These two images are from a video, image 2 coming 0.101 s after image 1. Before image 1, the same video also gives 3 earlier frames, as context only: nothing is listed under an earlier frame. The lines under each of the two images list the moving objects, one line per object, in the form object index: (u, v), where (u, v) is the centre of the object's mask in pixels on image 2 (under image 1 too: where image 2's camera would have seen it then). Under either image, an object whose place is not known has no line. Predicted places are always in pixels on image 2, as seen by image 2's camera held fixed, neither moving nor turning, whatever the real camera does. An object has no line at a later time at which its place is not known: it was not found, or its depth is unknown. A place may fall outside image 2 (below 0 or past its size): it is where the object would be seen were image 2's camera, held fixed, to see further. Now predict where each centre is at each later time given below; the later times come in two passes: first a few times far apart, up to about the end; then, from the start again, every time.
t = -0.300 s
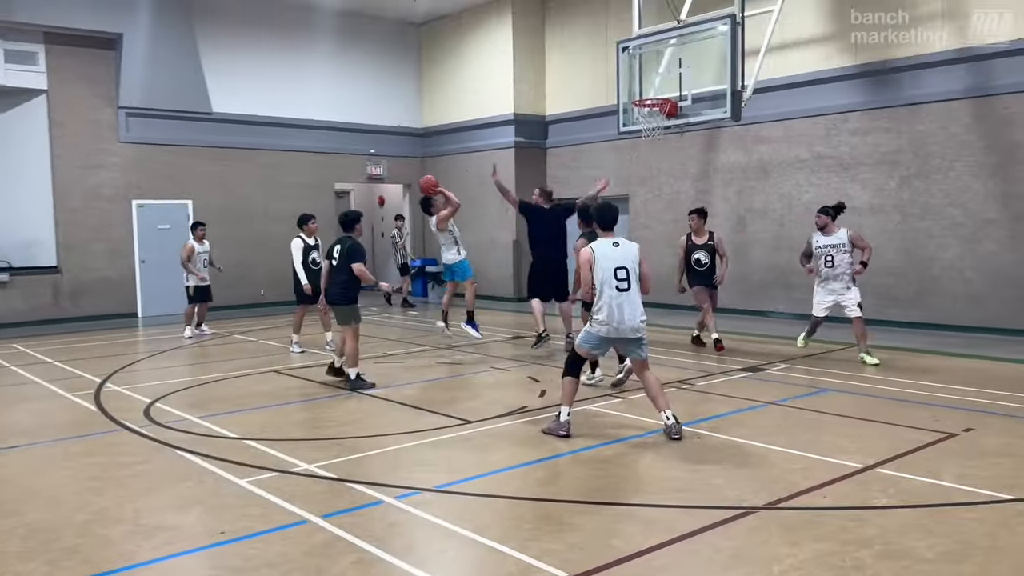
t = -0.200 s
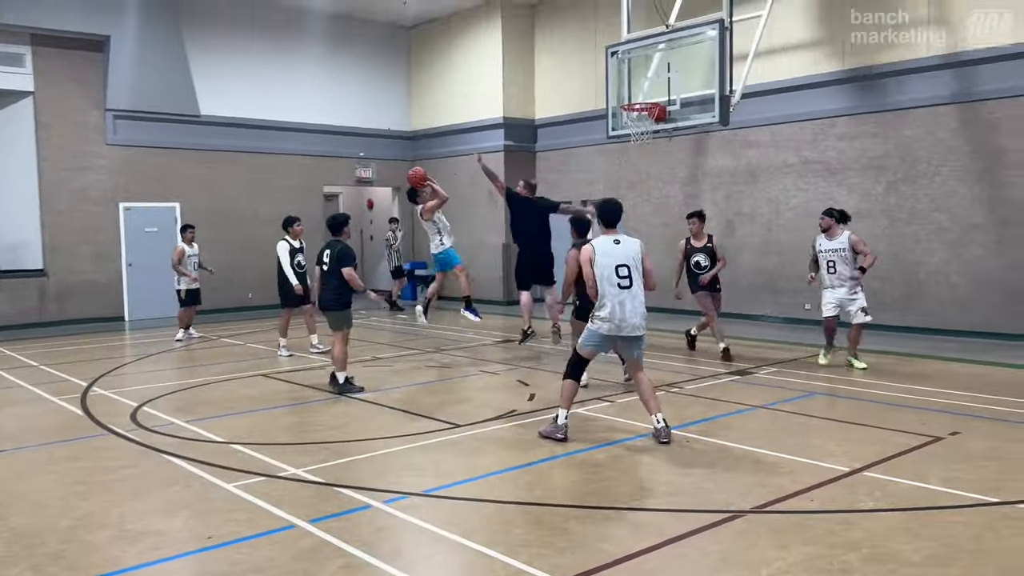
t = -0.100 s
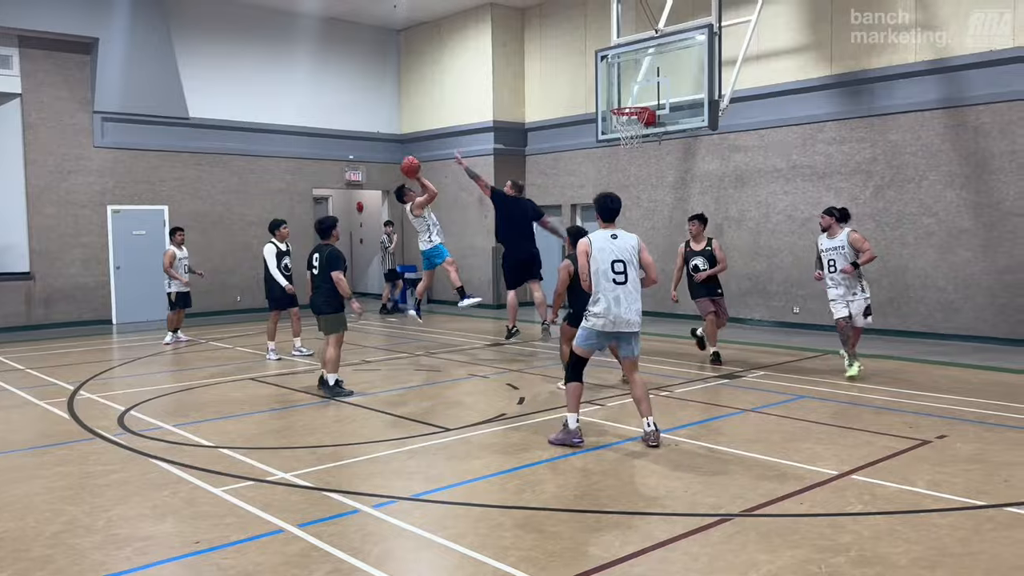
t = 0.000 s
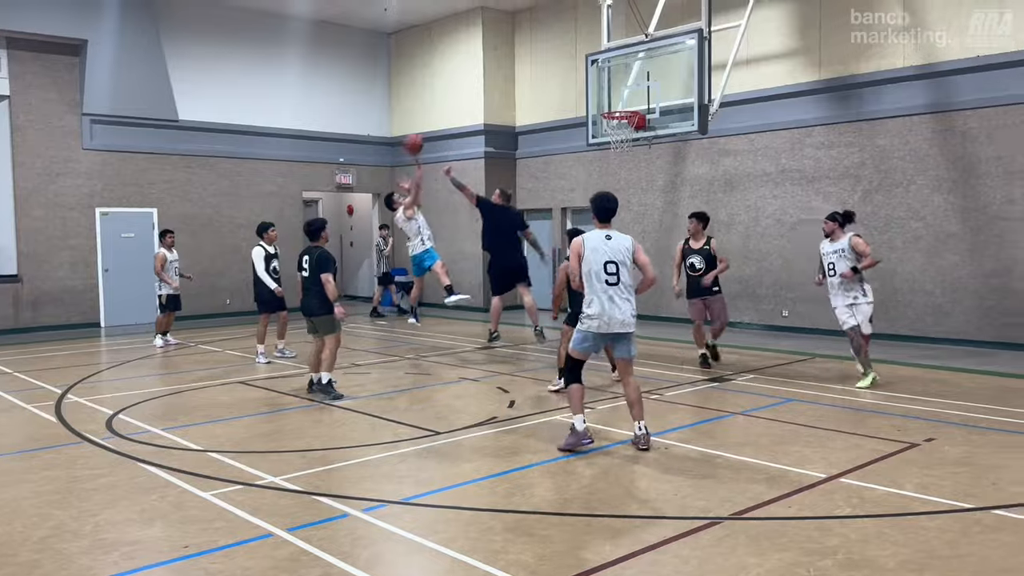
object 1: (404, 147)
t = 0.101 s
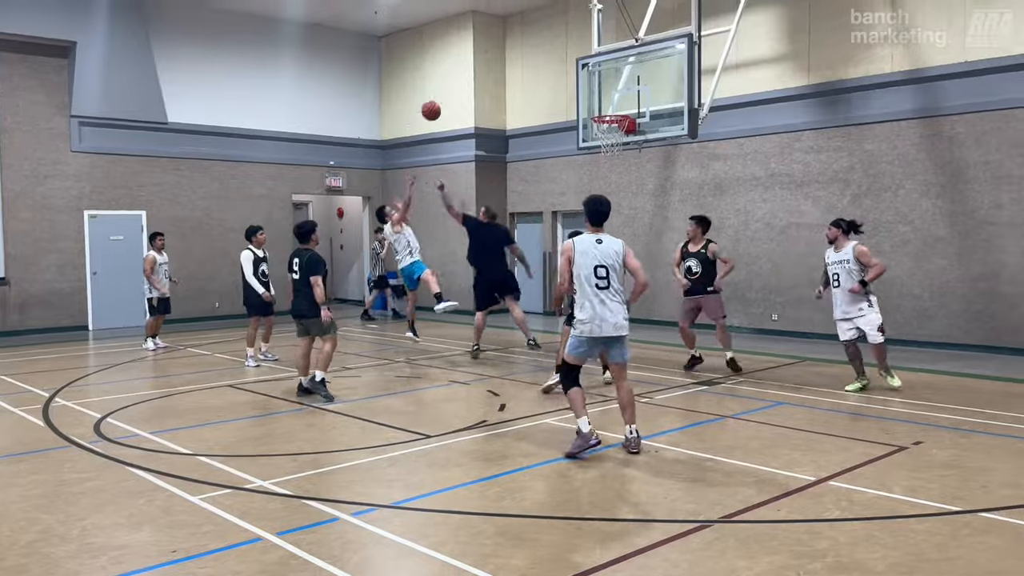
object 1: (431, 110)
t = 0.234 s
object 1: (465, 78)
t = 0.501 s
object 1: (531, 57)
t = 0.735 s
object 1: (588, 84)
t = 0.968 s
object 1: (609, 86)
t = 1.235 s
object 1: (593, 59)
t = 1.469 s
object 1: (577, 83)
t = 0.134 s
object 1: (439, 100)
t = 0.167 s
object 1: (448, 92)
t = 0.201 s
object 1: (456, 85)
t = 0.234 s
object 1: (465, 78)
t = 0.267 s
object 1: (473, 72)
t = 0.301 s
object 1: (482, 67)
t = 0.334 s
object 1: (490, 63)
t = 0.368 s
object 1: (498, 60)
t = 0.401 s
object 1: (507, 58)
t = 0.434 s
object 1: (515, 57)
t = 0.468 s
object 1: (523, 57)
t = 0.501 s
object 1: (531, 57)
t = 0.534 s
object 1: (539, 58)
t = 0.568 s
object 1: (548, 60)
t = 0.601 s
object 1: (556, 63)
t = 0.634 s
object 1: (564, 68)
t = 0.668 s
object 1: (572, 73)
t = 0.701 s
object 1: (580, 78)
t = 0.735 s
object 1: (588, 84)
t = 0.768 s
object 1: (597, 91)
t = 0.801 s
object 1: (605, 99)
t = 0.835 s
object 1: (612, 108)
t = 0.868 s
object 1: (616, 109)
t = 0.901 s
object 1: (613, 101)
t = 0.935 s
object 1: (611, 93)
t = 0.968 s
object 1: (609, 86)
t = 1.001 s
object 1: (607, 79)
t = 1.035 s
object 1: (605, 74)
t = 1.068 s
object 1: (603, 69)
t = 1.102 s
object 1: (601, 65)
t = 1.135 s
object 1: (599, 62)
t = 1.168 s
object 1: (597, 60)
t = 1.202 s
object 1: (595, 59)
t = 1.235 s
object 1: (593, 59)
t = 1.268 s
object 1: (590, 59)
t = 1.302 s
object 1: (588, 61)
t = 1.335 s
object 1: (586, 63)
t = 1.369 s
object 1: (584, 66)
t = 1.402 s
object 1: (581, 71)
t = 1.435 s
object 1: (579, 77)
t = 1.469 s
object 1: (577, 83)
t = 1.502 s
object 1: (575, 90)
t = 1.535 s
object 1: (572, 100)
